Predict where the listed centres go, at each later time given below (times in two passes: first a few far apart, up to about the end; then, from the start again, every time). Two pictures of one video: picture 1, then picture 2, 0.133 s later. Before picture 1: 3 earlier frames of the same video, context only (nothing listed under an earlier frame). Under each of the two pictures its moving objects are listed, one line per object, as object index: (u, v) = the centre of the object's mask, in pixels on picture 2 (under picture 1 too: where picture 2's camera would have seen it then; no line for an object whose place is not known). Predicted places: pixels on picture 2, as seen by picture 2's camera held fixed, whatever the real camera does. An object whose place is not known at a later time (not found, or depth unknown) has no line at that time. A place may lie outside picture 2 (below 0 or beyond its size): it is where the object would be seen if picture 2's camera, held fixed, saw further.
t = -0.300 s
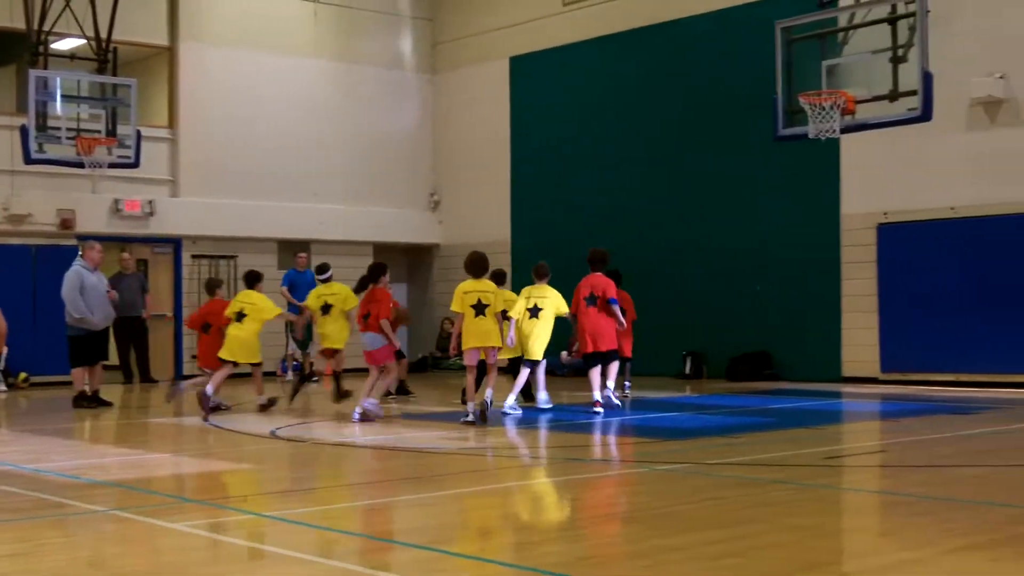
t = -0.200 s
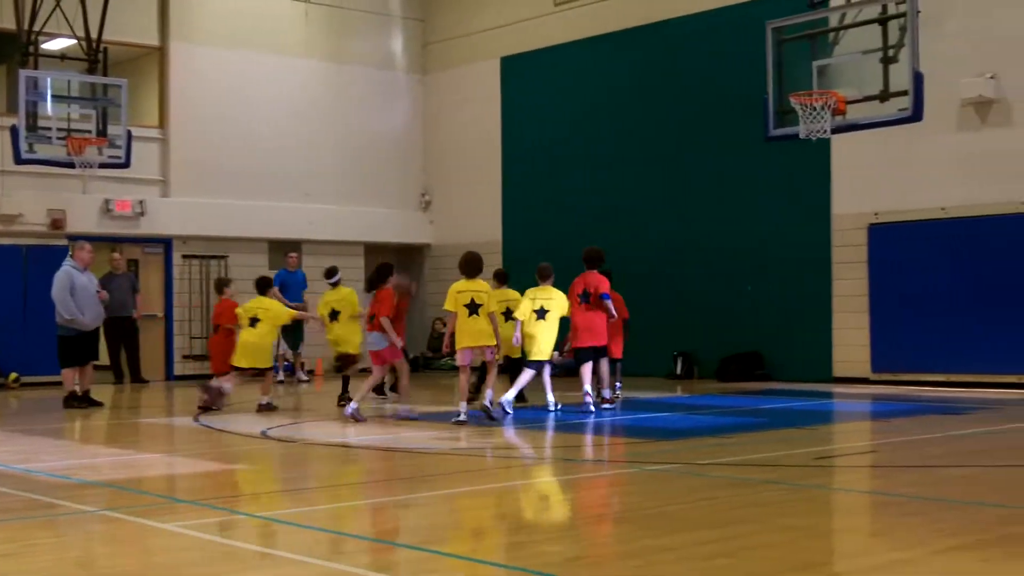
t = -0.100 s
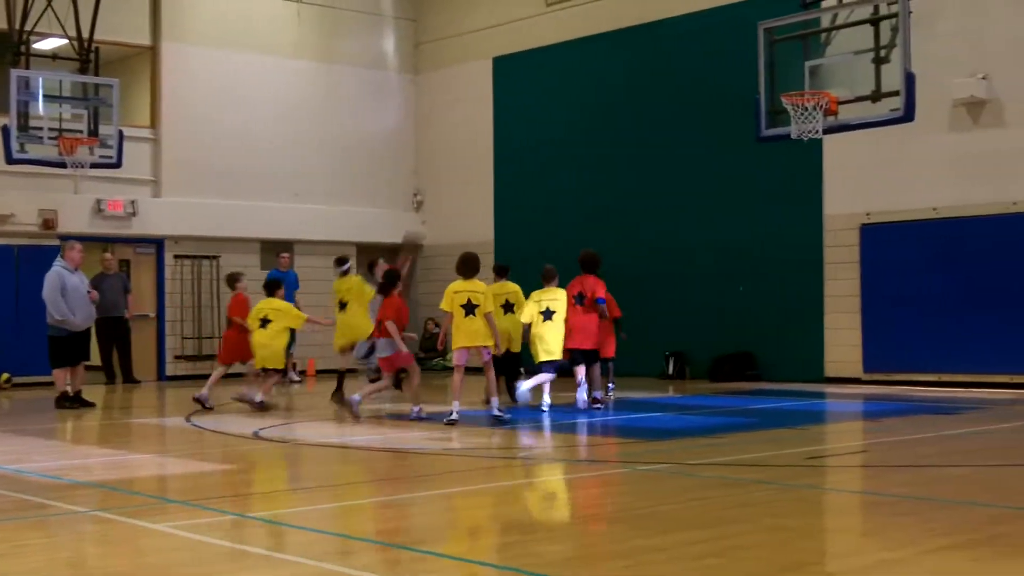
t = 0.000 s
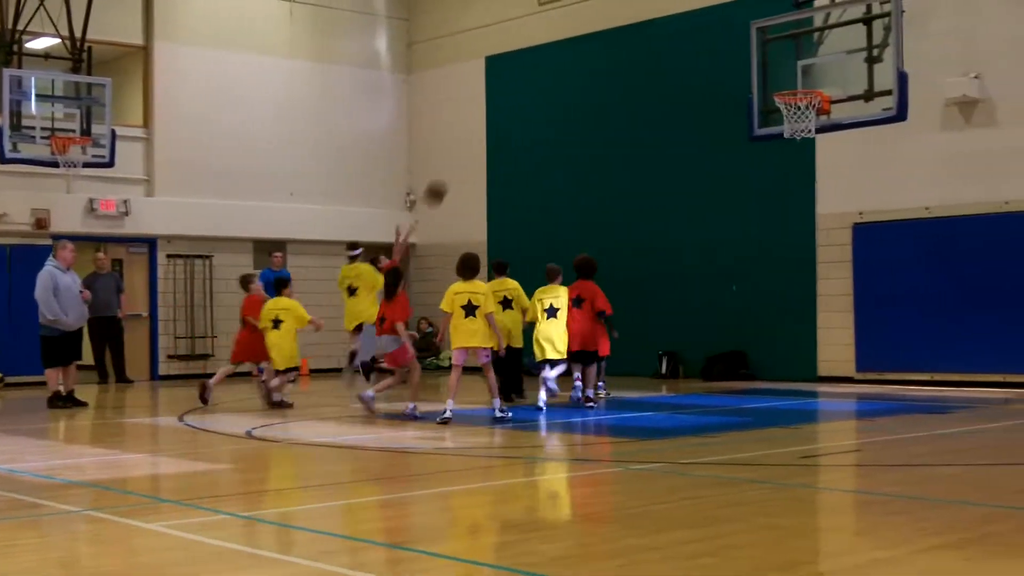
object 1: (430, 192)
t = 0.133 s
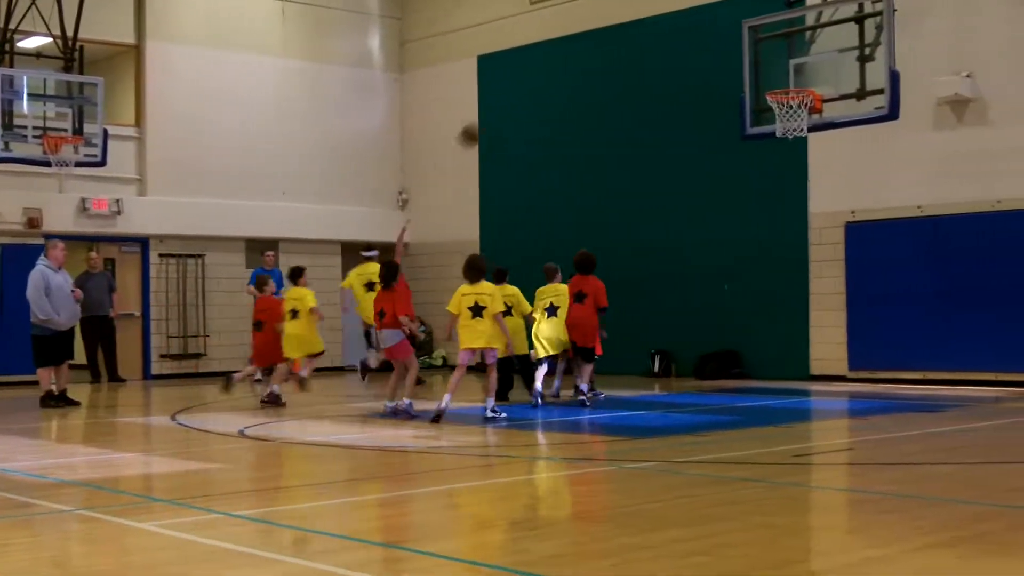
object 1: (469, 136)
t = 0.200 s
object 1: (491, 111)
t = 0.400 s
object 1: (555, 67)
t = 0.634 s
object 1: (634, 59)
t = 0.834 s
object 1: (702, 95)
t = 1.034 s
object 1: (773, 171)
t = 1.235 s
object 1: (842, 290)
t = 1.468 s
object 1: (908, 334)
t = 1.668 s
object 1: (942, 252)
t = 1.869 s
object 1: (979, 207)
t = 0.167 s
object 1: (480, 122)
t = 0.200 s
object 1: (491, 111)
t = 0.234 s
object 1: (500, 101)
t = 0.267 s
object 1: (512, 92)
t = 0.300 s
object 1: (523, 84)
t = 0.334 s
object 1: (534, 76)
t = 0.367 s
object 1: (544, 72)
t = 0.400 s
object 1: (555, 67)
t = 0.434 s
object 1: (566, 63)
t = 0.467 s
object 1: (576, 60)
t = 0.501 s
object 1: (589, 57)
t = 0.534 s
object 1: (600, 56)
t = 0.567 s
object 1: (612, 56)
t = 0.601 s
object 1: (623, 57)
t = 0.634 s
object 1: (634, 59)
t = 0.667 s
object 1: (645, 63)
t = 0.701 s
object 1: (657, 67)
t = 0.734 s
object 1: (668, 73)
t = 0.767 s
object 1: (679, 79)
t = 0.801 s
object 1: (691, 86)
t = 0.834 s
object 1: (702, 95)
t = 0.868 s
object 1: (714, 105)
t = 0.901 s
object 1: (726, 115)
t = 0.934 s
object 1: (737, 127)
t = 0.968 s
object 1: (749, 141)
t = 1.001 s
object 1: (760, 154)
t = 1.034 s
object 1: (773, 171)
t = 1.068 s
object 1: (784, 187)
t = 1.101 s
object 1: (795, 205)
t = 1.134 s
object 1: (808, 225)
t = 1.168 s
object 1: (819, 247)
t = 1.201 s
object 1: (830, 267)
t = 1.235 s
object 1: (842, 290)
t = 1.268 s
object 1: (854, 309)
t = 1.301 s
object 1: (866, 333)
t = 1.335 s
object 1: (878, 358)
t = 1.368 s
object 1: (891, 385)
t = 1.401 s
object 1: (896, 370)
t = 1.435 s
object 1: (901, 352)
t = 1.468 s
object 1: (908, 334)
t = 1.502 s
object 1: (913, 318)
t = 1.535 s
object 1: (920, 302)
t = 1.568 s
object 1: (925, 288)
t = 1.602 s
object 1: (930, 276)
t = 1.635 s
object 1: (937, 263)
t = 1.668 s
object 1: (942, 252)
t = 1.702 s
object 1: (948, 242)
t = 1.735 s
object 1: (954, 233)
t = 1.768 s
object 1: (959, 227)
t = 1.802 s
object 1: (965, 219)
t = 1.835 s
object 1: (971, 212)
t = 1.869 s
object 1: (979, 207)
